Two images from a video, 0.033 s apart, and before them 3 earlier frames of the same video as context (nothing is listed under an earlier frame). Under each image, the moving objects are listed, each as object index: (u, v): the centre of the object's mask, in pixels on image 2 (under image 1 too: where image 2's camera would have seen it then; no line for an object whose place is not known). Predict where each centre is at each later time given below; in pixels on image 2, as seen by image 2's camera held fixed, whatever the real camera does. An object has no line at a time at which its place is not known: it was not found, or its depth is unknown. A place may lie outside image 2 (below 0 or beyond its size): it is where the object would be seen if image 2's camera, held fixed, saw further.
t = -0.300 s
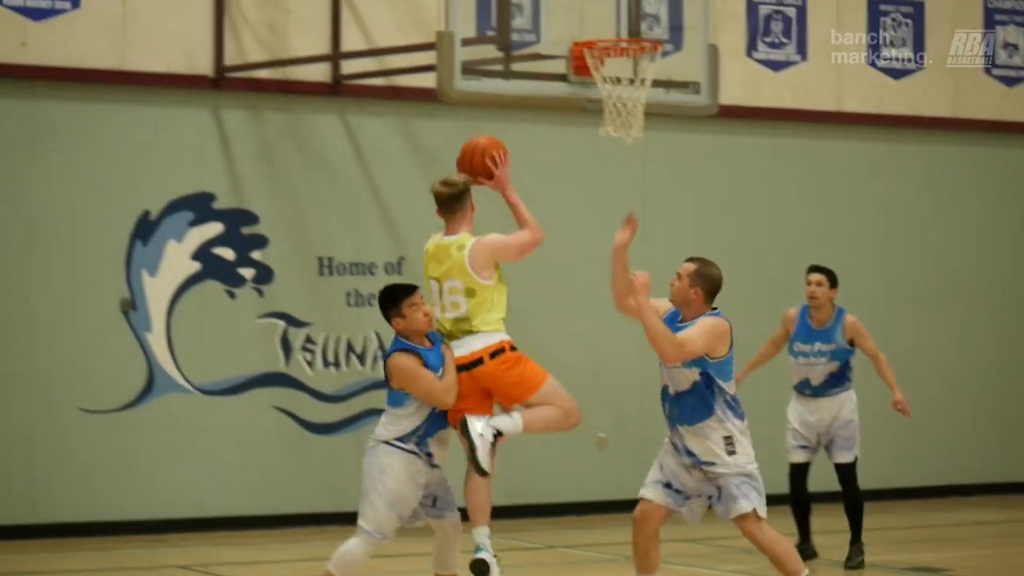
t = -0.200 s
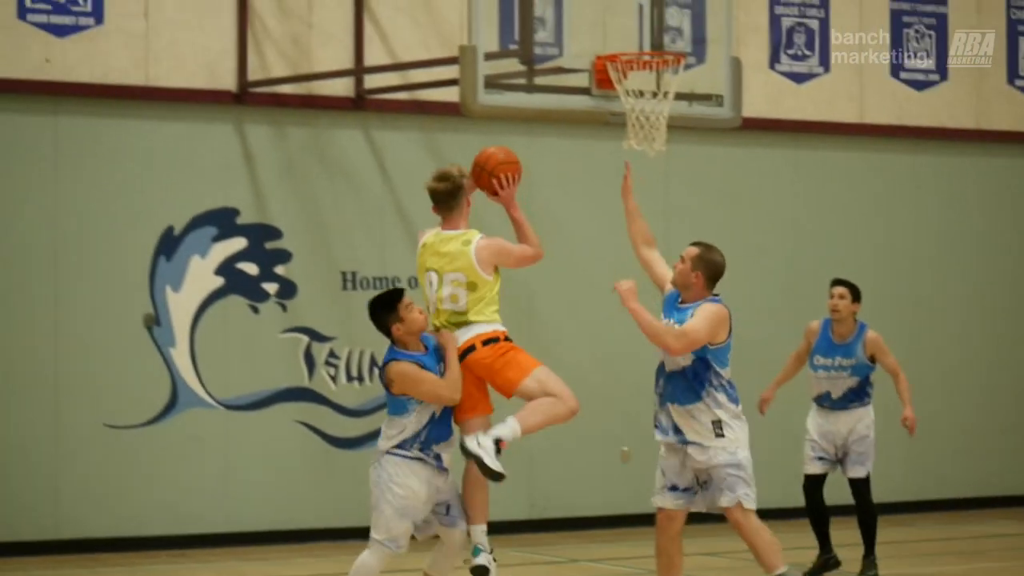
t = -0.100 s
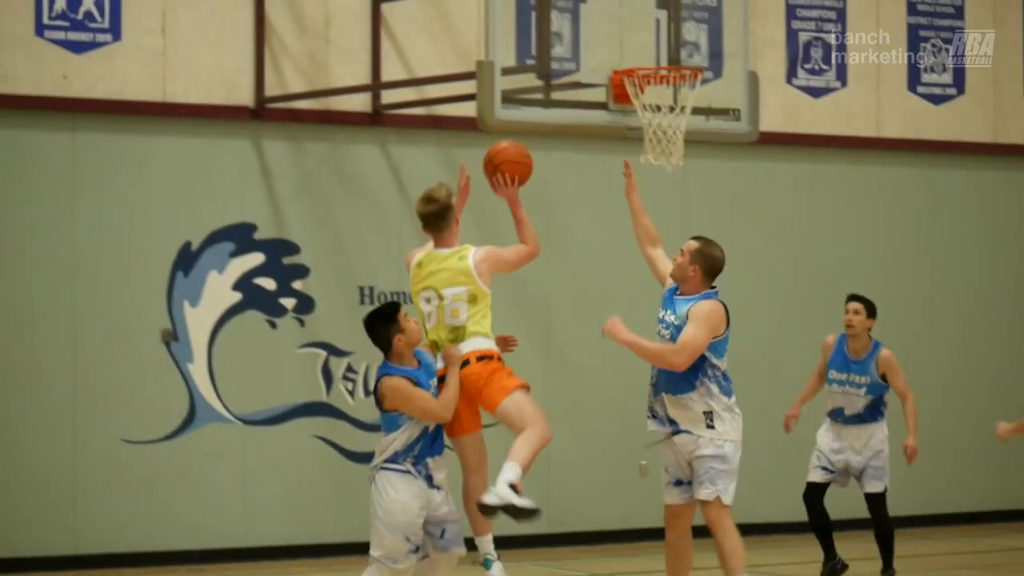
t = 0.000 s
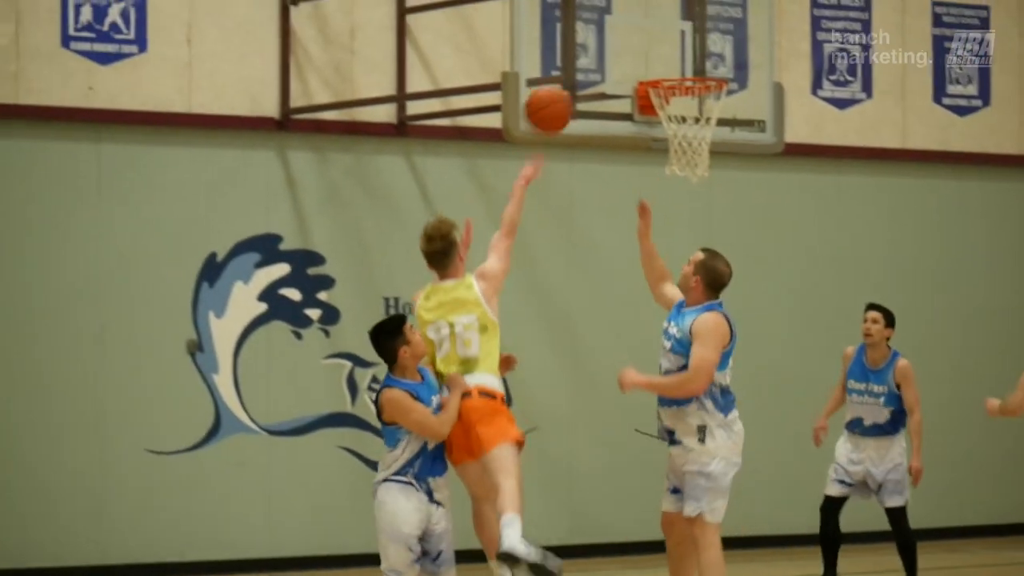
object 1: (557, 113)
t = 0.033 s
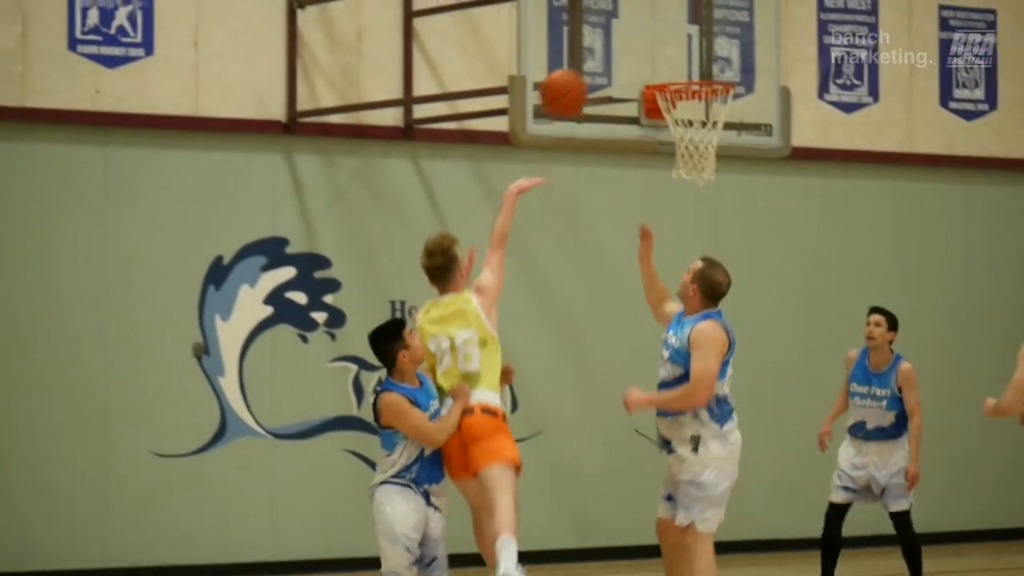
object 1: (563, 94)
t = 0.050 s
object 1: (567, 84)
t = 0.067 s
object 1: (571, 74)
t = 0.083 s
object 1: (575, 67)
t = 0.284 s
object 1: (624, 15)
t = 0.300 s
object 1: (628, 14)
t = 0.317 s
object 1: (632, 14)
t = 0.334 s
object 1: (636, 14)
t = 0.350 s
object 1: (640, 15)
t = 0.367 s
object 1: (644, 16)
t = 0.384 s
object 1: (648, 18)
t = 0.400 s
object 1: (652, 20)
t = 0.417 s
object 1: (655, 23)
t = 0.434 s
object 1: (659, 26)
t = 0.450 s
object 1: (663, 29)
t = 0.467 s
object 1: (667, 33)
